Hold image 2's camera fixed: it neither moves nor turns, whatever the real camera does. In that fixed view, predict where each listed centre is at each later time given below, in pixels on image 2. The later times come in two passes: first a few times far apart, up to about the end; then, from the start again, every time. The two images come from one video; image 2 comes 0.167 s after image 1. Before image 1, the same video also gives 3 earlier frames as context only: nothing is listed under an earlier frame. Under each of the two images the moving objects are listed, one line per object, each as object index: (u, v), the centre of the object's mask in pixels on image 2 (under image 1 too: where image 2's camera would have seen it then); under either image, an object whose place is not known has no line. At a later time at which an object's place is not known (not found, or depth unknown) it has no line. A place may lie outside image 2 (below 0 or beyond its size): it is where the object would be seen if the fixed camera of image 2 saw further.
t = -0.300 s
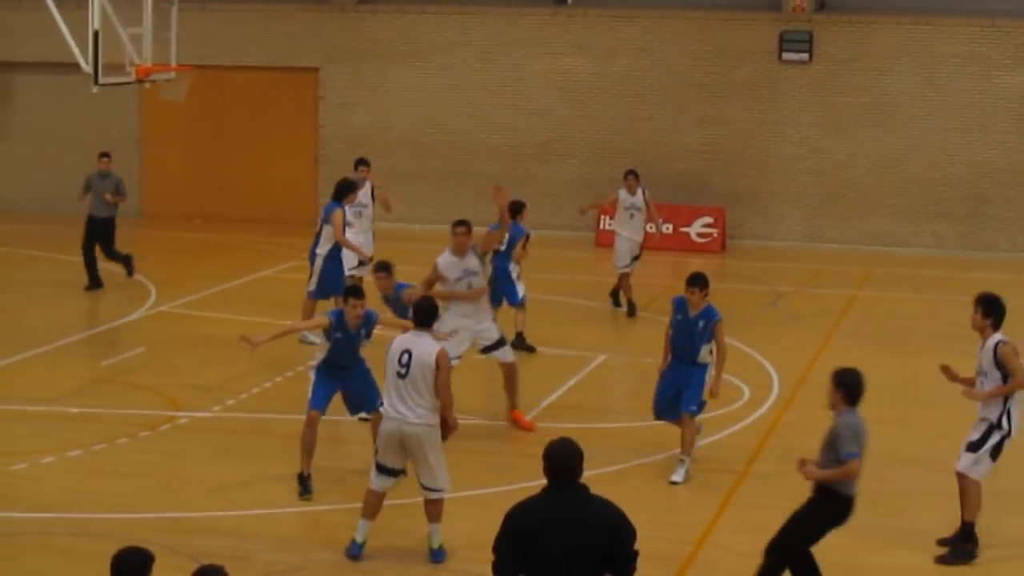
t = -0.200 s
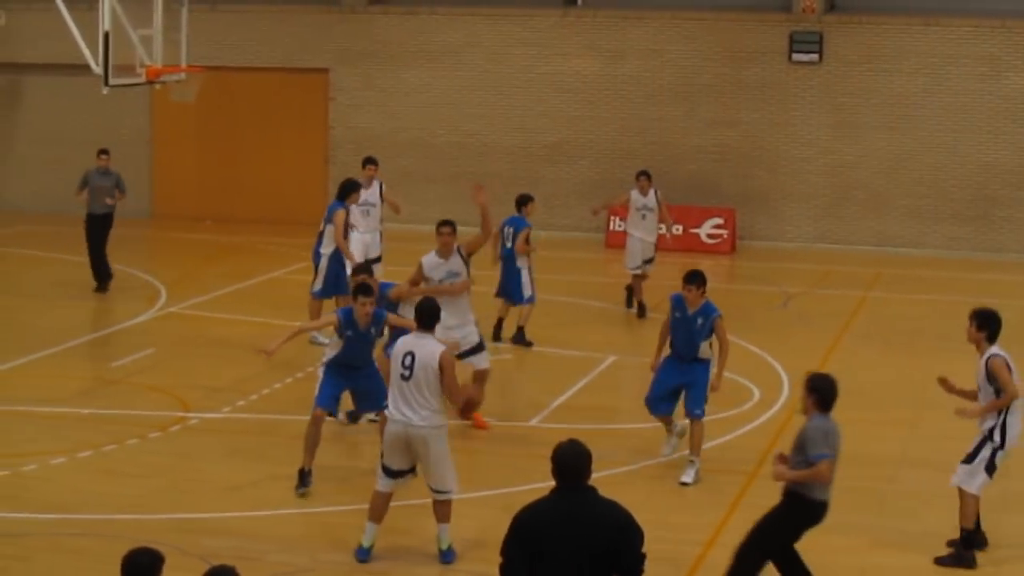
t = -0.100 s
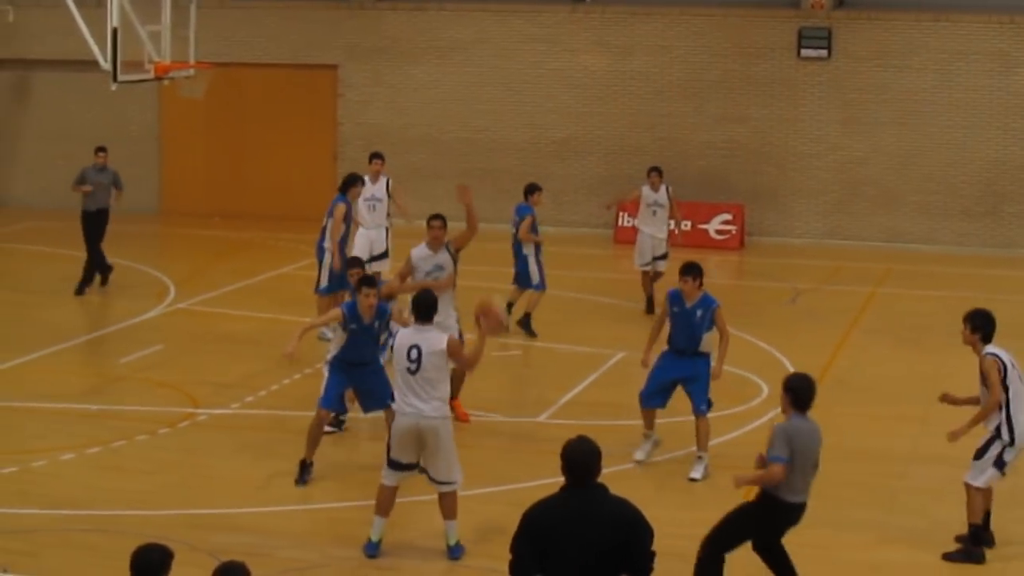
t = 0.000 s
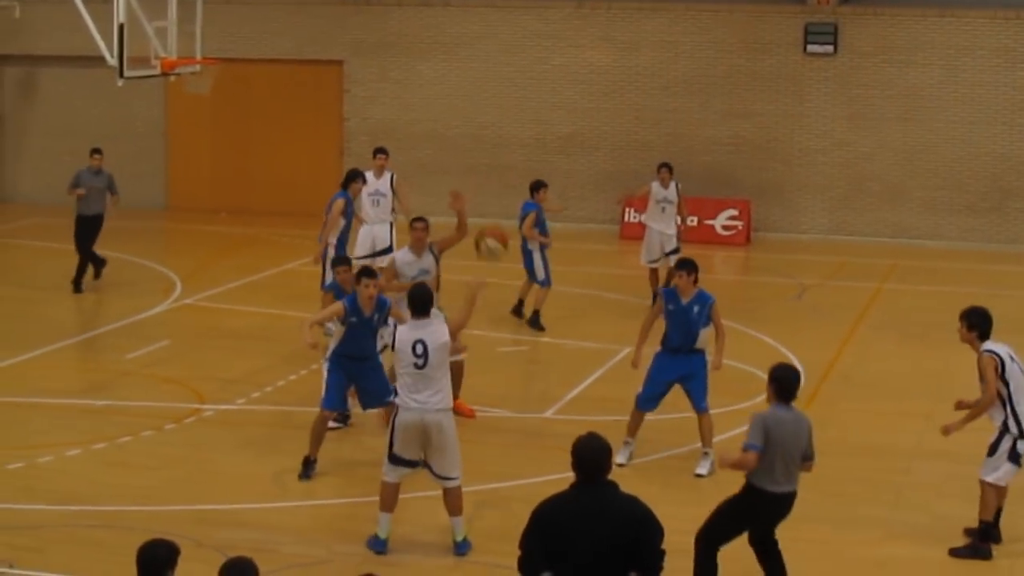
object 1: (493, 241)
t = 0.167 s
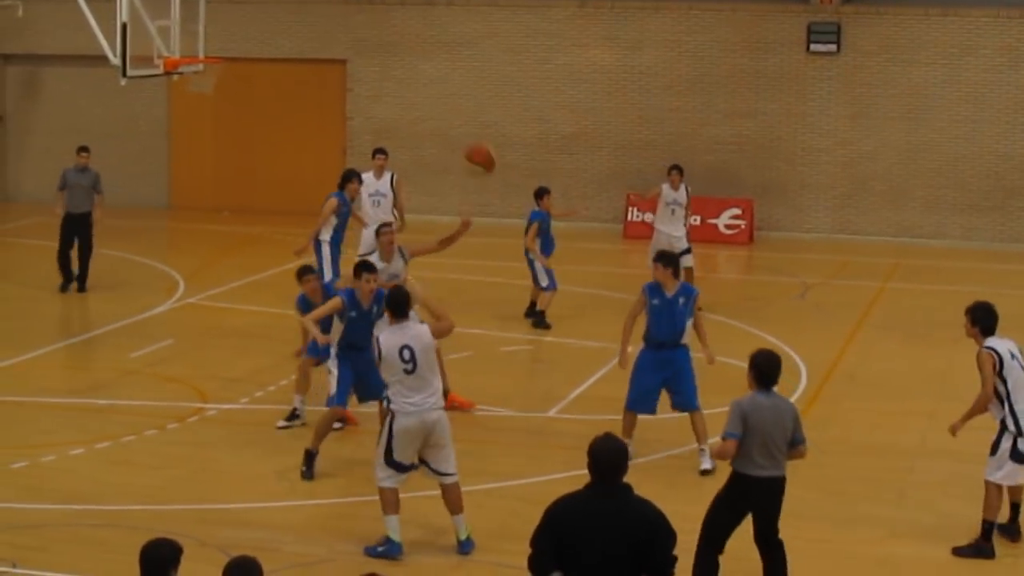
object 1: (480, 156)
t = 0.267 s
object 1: (471, 131)
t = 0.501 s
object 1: (453, 116)
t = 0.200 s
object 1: (476, 148)
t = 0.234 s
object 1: (472, 140)
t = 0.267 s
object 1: (471, 131)
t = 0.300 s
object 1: (469, 123)
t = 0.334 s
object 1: (465, 121)
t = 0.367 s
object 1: (462, 118)
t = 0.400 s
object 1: (460, 115)
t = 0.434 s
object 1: (459, 114)
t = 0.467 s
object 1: (455, 115)
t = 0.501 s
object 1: (453, 116)
